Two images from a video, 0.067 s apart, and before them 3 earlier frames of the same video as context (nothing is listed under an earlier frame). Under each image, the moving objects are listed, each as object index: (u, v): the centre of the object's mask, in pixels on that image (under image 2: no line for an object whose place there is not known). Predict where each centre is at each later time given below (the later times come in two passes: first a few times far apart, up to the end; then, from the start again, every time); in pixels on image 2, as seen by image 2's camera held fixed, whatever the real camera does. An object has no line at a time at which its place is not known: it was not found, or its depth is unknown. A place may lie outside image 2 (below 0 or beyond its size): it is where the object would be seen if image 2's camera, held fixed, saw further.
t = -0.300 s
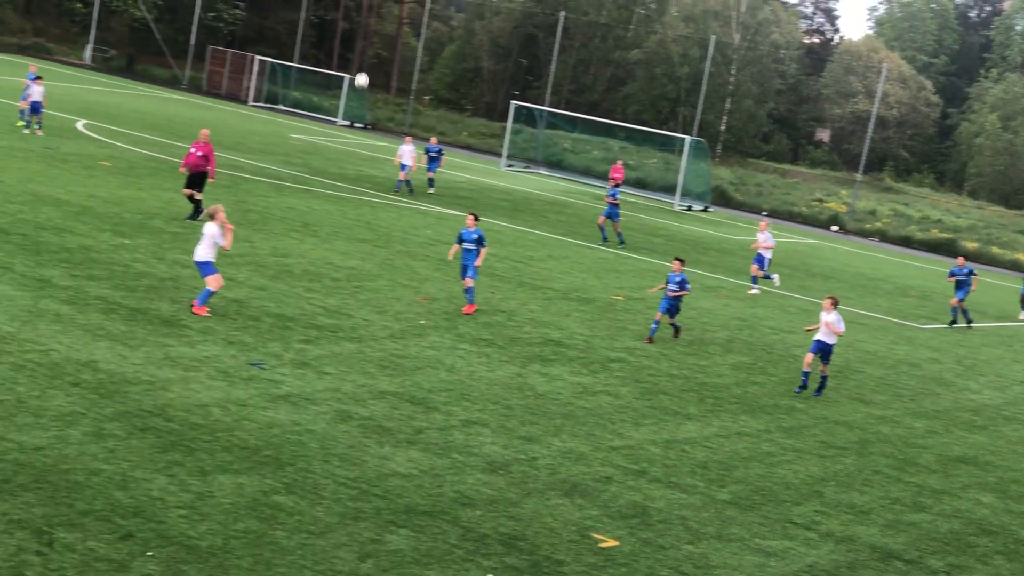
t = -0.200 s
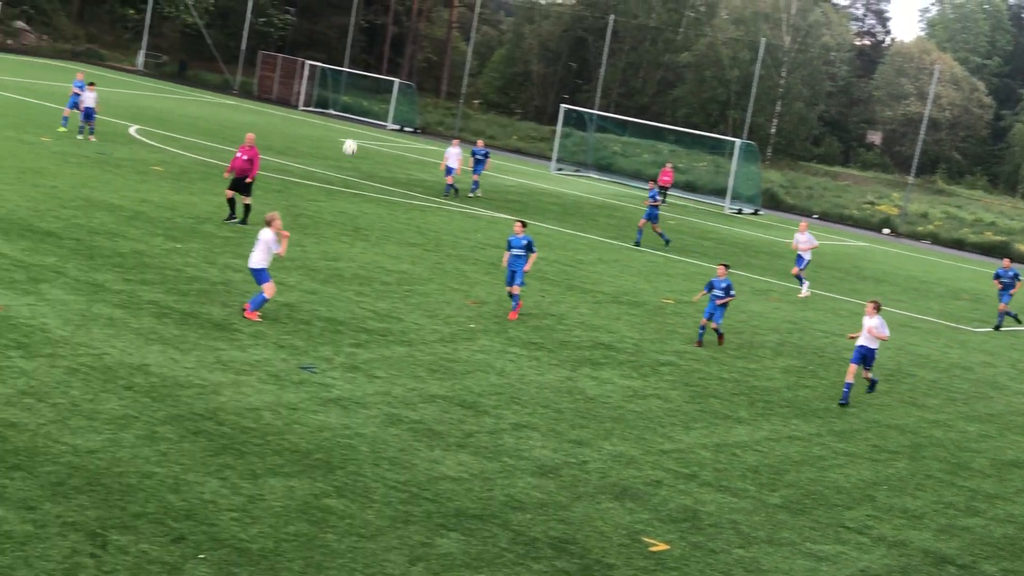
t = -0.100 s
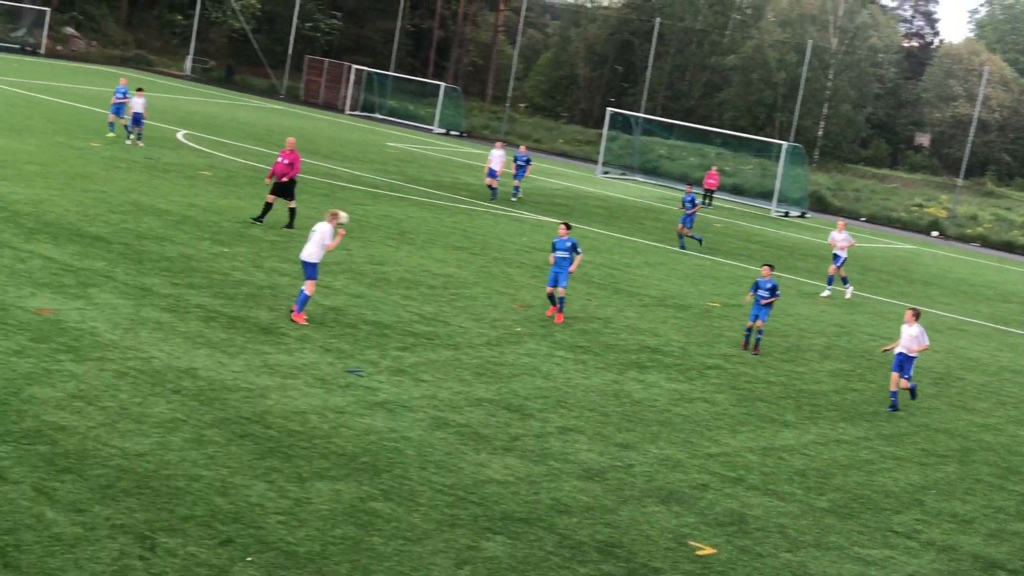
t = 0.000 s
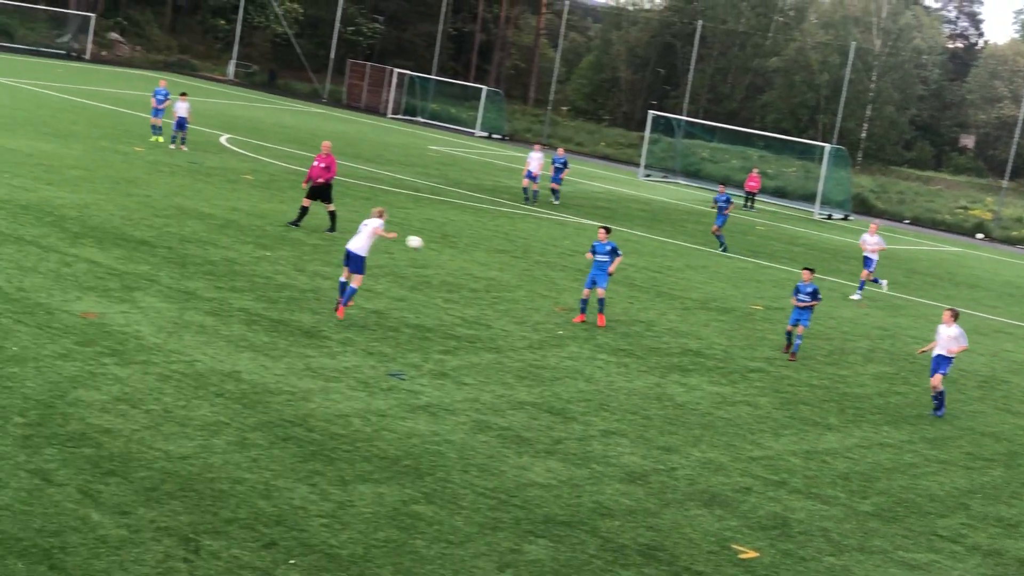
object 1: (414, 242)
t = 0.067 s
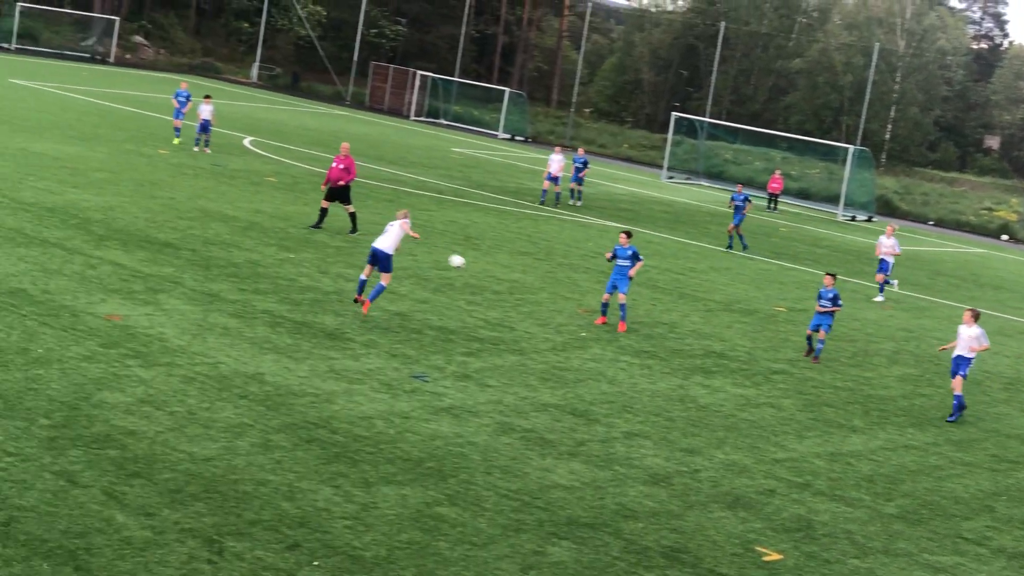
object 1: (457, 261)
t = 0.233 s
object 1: (499, 298)
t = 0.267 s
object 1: (507, 288)
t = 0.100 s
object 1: (466, 271)
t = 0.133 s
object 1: (474, 281)
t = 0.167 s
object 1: (482, 291)
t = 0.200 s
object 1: (490, 303)
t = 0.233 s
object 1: (499, 298)
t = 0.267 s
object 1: (507, 288)
